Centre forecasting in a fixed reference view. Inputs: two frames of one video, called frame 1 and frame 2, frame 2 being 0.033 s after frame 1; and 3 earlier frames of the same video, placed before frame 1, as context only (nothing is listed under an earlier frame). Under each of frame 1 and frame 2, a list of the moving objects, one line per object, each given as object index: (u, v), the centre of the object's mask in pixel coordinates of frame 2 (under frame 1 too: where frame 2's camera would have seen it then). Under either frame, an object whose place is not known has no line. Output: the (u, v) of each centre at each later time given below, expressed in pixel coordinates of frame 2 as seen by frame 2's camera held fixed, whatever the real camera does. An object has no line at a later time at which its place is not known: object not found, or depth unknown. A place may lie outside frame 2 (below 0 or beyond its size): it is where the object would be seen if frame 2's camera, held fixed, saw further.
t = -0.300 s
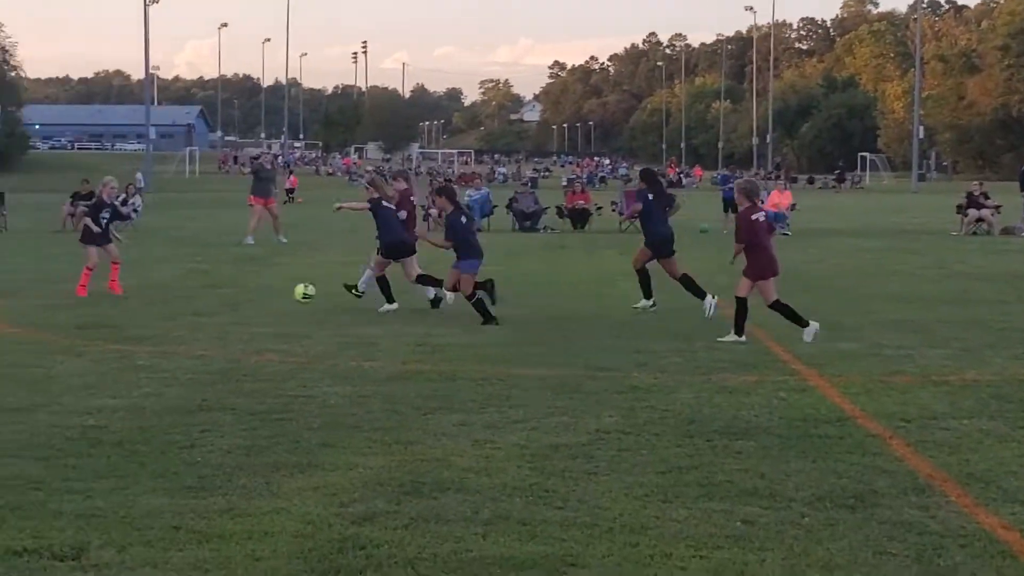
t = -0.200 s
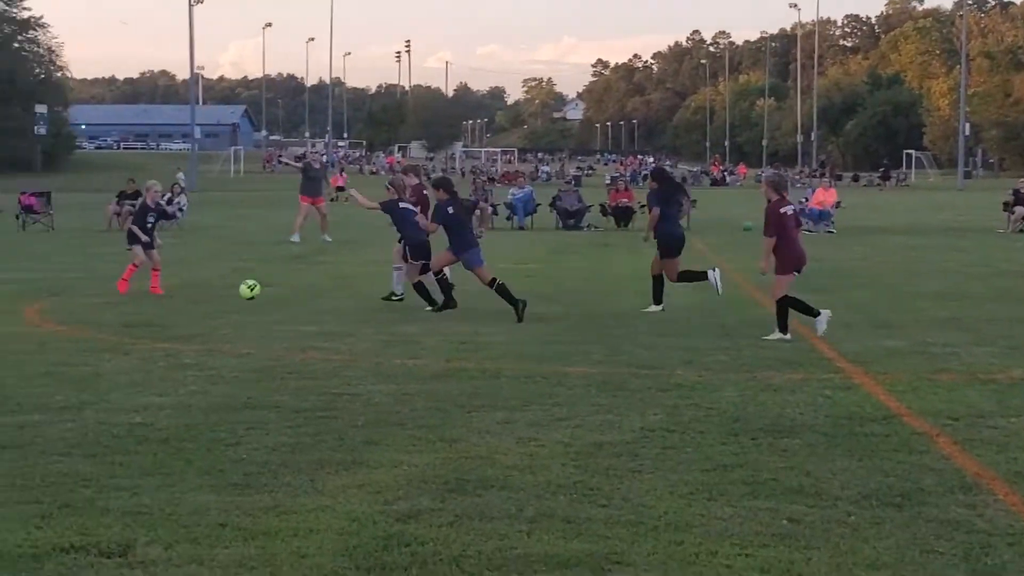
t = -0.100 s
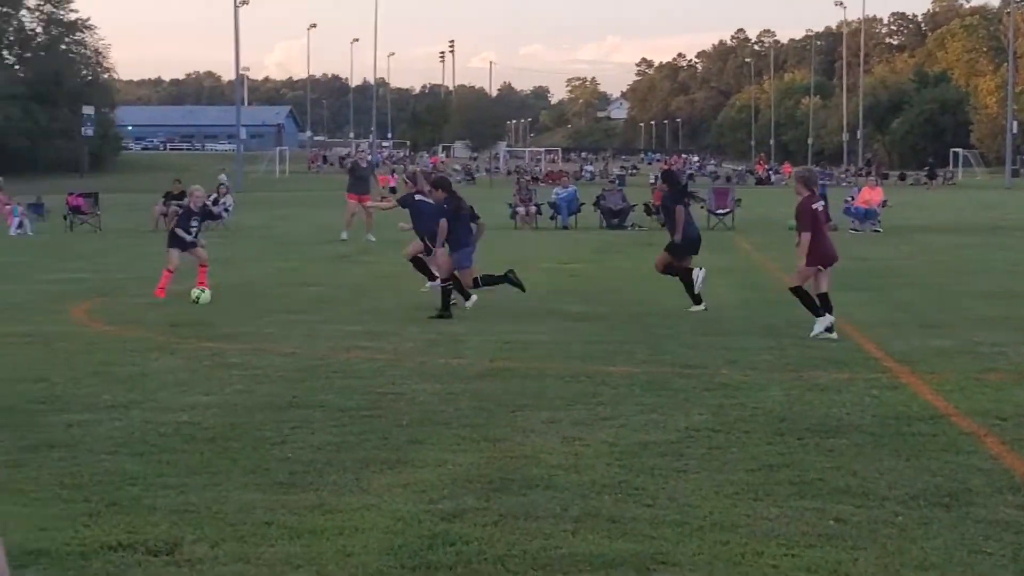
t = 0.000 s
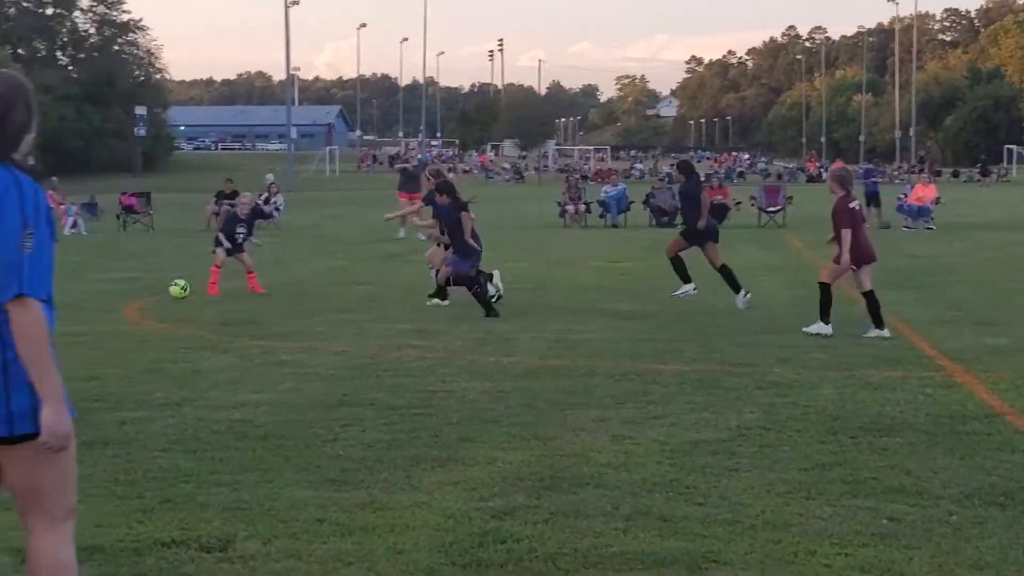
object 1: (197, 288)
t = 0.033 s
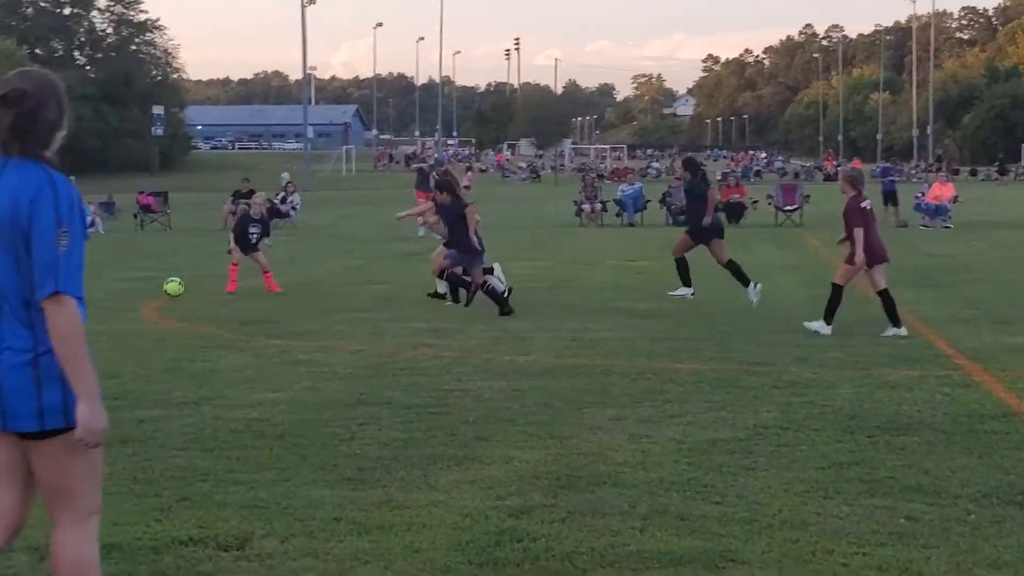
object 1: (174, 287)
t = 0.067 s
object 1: (151, 286)
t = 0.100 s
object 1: (128, 287)
